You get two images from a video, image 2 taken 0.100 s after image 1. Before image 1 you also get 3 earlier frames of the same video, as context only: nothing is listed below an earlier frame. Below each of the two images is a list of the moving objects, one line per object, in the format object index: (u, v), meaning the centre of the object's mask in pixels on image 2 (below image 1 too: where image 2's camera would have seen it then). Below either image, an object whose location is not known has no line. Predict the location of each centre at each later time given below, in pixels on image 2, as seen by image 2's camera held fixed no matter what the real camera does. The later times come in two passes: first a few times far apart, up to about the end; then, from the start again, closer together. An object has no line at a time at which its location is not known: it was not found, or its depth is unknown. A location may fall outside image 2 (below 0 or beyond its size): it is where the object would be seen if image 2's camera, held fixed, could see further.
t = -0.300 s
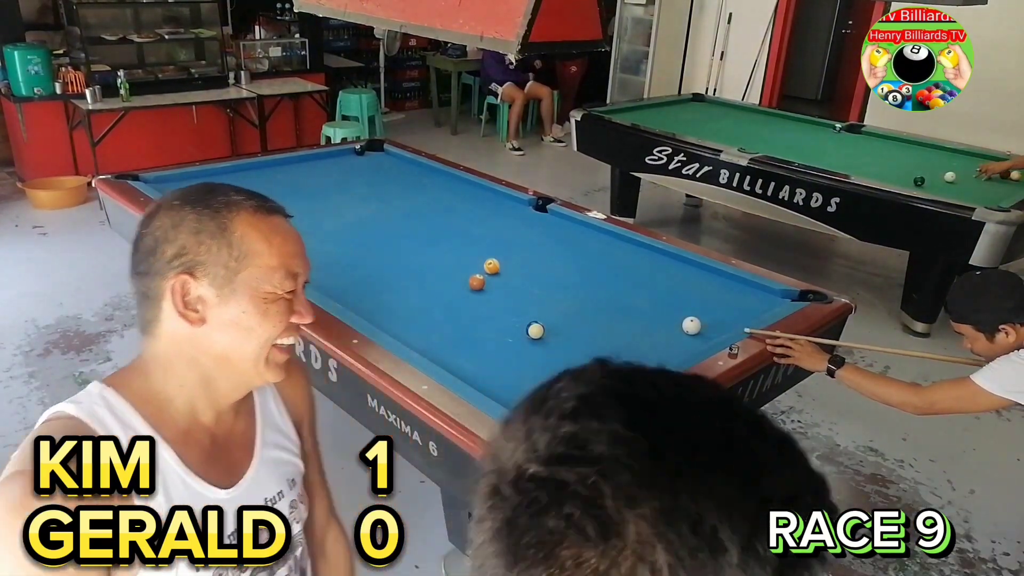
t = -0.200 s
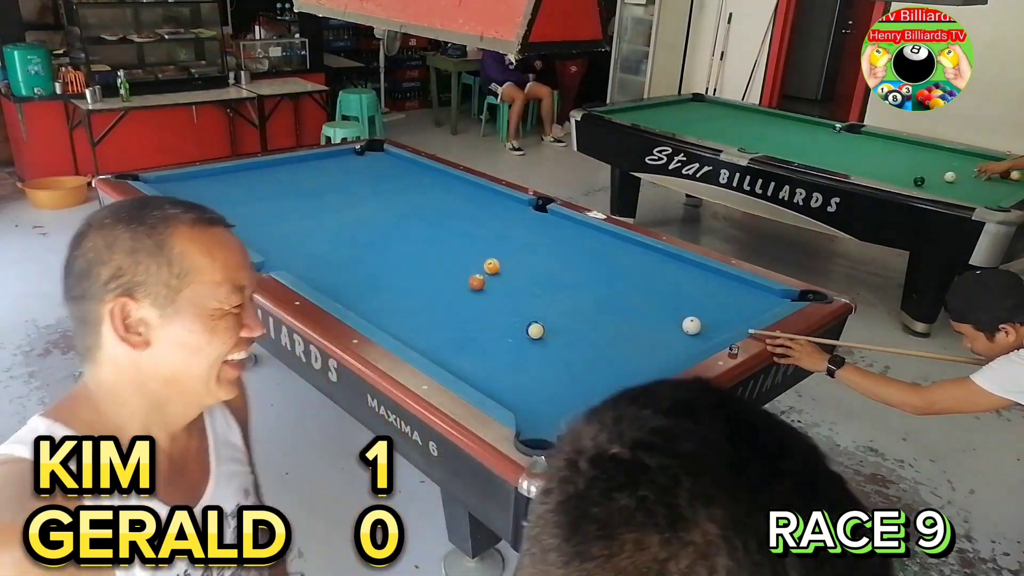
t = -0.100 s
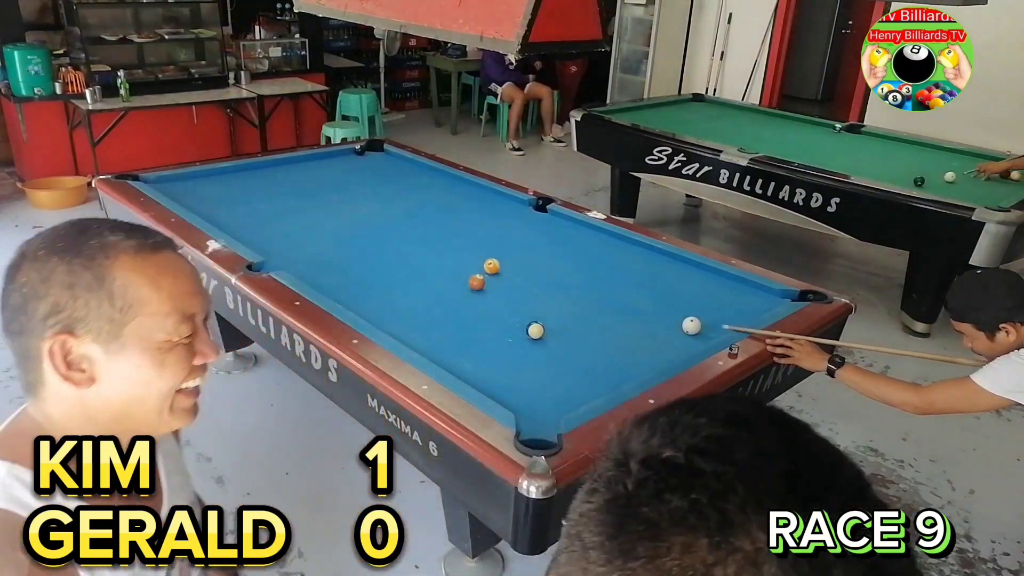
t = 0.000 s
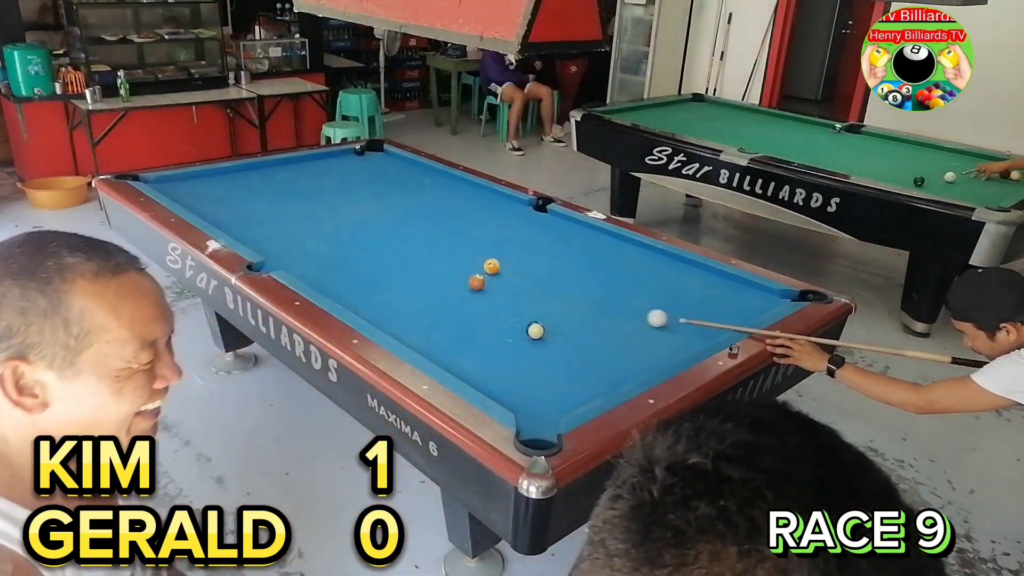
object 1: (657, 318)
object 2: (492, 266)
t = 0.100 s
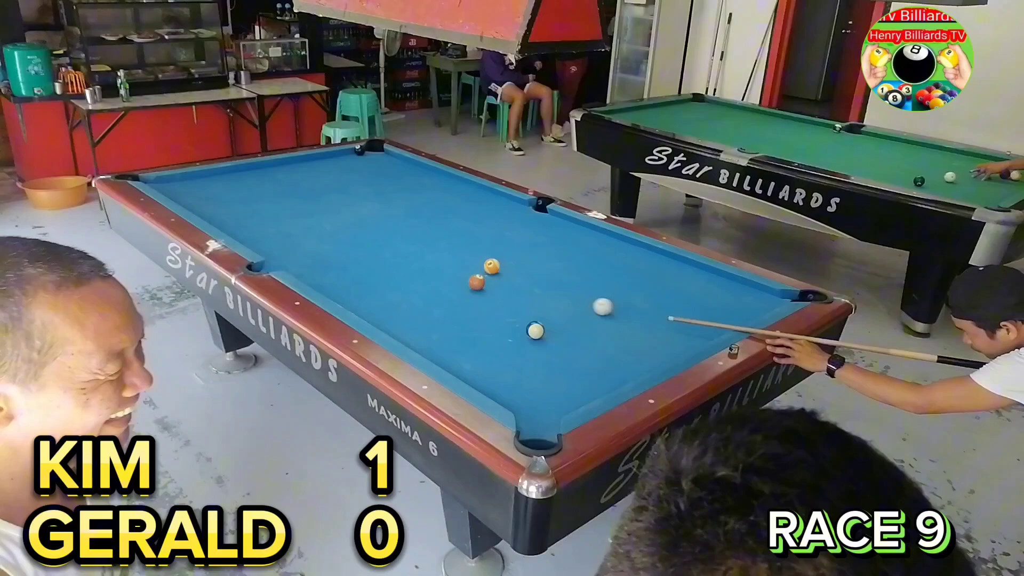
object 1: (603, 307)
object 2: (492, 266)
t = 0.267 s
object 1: (519, 289)
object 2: (492, 266)
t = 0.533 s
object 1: (477, 269)
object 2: (493, 265)
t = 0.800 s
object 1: (445, 258)
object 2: (500, 260)
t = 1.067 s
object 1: (415, 247)
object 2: (506, 256)
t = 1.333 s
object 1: (389, 237)
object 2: (512, 251)
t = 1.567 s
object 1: (367, 229)
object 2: (516, 248)
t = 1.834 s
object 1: (345, 221)
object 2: (521, 246)
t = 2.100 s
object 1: (325, 214)
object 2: (524, 243)
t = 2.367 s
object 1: (307, 207)
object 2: (527, 241)
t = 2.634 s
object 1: (292, 201)
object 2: (529, 240)
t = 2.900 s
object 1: (277, 195)
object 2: (531, 239)
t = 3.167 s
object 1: (264, 190)
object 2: (532, 239)
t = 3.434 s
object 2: (533, 238)
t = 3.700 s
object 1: (243, 181)
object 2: (533, 238)
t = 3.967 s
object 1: (234, 177)
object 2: (533, 238)
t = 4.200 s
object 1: (227, 175)
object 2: (533, 238)
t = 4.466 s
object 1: (220, 171)
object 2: (533, 239)
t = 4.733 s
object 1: (219, 171)
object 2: (533, 238)
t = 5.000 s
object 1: (222, 172)
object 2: (533, 238)
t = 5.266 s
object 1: (224, 173)
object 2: (533, 238)
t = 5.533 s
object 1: (226, 174)
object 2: (533, 238)
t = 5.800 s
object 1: (228, 174)
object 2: (533, 238)
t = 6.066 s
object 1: (228, 175)
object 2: (533, 238)
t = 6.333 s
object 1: (228, 174)
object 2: (533, 238)
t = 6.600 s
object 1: (228, 175)
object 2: (533, 238)
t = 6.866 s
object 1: (228, 175)
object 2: (533, 238)
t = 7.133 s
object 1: (228, 175)
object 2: (533, 238)
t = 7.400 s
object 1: (228, 175)
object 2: (533, 238)
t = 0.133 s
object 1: (585, 303)
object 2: (492, 266)
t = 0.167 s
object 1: (568, 300)
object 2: (492, 266)
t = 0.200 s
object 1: (551, 296)
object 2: (492, 266)
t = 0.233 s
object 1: (535, 292)
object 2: (492, 266)
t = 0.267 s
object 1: (519, 289)
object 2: (492, 266)
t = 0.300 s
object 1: (503, 285)
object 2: (492, 266)
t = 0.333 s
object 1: (493, 282)
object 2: (492, 266)
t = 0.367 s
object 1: (493, 280)
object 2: (492, 265)
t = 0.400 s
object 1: (491, 278)
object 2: (492, 264)
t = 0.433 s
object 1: (489, 275)
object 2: (492, 264)
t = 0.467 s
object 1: (486, 273)
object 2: (493, 264)
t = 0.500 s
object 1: (482, 271)
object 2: (493, 265)
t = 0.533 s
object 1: (477, 269)
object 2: (493, 265)
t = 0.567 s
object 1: (473, 268)
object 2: (494, 264)
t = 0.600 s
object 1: (469, 266)
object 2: (495, 264)
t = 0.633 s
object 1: (465, 265)
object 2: (496, 263)
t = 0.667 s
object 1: (461, 263)
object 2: (497, 262)
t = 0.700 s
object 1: (457, 262)
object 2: (498, 262)
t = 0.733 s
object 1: (452, 260)
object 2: (498, 261)
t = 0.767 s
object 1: (449, 259)
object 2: (499, 260)
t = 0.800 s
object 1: (445, 258)
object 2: (500, 260)
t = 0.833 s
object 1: (441, 256)
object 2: (501, 259)
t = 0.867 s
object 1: (437, 255)
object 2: (502, 259)
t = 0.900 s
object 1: (433, 253)
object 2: (502, 258)
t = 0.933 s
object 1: (429, 252)
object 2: (503, 257)
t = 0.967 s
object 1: (426, 251)
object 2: (504, 257)
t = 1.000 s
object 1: (422, 249)
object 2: (505, 256)
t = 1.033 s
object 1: (419, 248)
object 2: (505, 256)
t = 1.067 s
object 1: (415, 247)
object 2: (506, 256)
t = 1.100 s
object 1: (412, 246)
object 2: (507, 255)
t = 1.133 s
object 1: (408, 244)
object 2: (508, 254)
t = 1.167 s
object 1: (405, 243)
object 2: (508, 254)
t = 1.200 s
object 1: (401, 242)
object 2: (509, 253)
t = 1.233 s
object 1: (398, 241)
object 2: (510, 253)
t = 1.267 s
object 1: (395, 239)
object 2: (511, 252)
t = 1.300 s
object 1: (392, 238)
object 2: (511, 252)
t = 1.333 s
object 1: (389, 237)
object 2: (512, 251)
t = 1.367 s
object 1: (385, 236)
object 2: (512, 251)
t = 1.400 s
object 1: (382, 235)
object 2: (513, 250)
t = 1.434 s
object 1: (379, 234)
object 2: (514, 250)
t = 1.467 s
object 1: (376, 232)
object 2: (514, 250)
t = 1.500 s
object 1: (373, 232)
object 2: (515, 249)
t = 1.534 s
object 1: (370, 231)
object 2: (515, 249)
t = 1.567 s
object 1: (367, 229)
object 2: (516, 248)
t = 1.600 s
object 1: (364, 228)
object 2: (517, 248)
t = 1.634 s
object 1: (362, 227)
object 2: (517, 248)
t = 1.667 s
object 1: (359, 226)
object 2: (518, 247)
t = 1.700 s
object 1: (356, 225)
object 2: (519, 247)
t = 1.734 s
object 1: (353, 224)
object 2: (519, 247)
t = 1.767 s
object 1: (350, 223)
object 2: (520, 246)
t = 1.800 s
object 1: (348, 222)
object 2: (520, 246)
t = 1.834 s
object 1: (345, 221)
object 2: (521, 246)
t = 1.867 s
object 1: (342, 220)
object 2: (521, 245)
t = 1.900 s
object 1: (340, 219)
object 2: (522, 245)
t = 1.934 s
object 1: (337, 218)
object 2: (522, 245)
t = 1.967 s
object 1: (335, 217)
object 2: (522, 245)
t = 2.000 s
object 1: (332, 216)
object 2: (523, 244)
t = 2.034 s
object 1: (330, 215)
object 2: (524, 244)
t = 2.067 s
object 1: (328, 214)
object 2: (524, 244)
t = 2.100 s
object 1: (325, 214)
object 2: (524, 243)
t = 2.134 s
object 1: (323, 213)
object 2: (525, 243)
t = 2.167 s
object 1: (321, 212)
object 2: (525, 243)
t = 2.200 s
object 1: (319, 211)
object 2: (525, 242)
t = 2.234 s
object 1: (316, 210)
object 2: (526, 242)
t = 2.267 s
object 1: (314, 209)
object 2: (526, 242)
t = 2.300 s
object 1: (312, 209)
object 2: (526, 242)
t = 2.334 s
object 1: (310, 208)
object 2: (527, 242)
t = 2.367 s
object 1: (307, 207)
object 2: (527, 241)
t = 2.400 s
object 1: (305, 206)
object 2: (527, 241)
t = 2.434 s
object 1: (303, 205)
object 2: (528, 241)
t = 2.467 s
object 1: (301, 205)
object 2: (528, 241)
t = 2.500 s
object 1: (299, 204)
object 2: (526, 243)
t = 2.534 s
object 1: (297, 203)
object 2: (529, 241)
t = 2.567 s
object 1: (295, 202)
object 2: (529, 241)
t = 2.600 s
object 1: (293, 202)
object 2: (529, 240)
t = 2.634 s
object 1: (292, 201)
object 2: (529, 240)
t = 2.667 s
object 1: (290, 200)
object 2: (530, 240)
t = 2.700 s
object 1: (288, 199)
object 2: (530, 240)
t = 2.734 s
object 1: (286, 198)
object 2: (530, 240)
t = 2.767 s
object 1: (284, 198)
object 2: (530, 240)
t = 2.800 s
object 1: (282, 197)
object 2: (531, 239)
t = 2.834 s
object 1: (281, 196)
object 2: (531, 239)
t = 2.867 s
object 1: (279, 196)
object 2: (531, 239)
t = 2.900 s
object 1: (277, 195)
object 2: (531, 239)
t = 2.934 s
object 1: (275, 194)
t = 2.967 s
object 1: (274, 194)
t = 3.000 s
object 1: (272, 193)
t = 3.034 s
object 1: (270, 193)
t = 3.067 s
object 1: (269, 192)
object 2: (535, 239)
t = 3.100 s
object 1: (267, 191)
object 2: (532, 239)
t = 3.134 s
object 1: (266, 191)
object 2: (532, 239)
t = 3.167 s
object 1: (264, 190)
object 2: (532, 239)
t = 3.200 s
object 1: (263, 190)
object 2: (532, 239)
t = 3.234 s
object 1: (261, 189)
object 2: (533, 238)
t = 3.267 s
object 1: (260, 188)
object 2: (533, 238)
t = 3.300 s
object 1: (258, 188)
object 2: (533, 238)
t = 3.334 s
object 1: (257, 187)
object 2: (533, 238)
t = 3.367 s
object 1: (255, 188)
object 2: (533, 238)
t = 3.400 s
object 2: (533, 238)
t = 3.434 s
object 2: (533, 238)
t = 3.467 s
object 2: (533, 238)
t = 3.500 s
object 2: (533, 238)
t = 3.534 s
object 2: (533, 238)
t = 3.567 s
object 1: (247, 183)
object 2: (533, 238)
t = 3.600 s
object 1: (246, 183)
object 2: (533, 238)
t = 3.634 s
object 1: (245, 182)
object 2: (533, 238)
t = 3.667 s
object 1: (244, 182)
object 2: (533, 238)
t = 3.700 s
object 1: (243, 181)
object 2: (533, 238)
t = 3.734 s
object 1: (242, 181)
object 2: (533, 238)
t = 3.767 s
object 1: (240, 180)
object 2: (533, 238)
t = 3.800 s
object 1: (239, 180)
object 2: (533, 238)
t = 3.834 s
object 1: (238, 180)
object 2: (533, 238)
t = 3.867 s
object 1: (237, 179)
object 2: (533, 238)
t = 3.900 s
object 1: (236, 178)
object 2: (533, 238)
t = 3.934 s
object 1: (234, 178)
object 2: (533, 238)
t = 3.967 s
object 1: (234, 177)
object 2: (533, 238)
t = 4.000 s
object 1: (233, 177)
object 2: (533, 238)
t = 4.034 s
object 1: (231, 177)
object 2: (533, 239)
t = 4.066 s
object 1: (230, 176)
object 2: (533, 238)
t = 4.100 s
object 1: (230, 176)
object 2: (533, 238)
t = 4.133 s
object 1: (229, 175)
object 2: (533, 238)
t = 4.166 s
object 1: (228, 175)
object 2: (533, 238)
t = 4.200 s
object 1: (227, 175)
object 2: (533, 238)
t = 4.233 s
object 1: (226, 174)
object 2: (533, 238)
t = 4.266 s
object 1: (225, 174)
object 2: (533, 238)
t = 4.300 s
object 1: (224, 173)
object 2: (533, 238)
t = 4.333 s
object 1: (223, 173)
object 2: (534, 238)
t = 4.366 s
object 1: (222, 172)
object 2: (533, 238)
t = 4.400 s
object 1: (221, 172)
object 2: (533, 239)
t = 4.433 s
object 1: (221, 172)
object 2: (533, 238)
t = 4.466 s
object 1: (220, 171)
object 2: (533, 239)
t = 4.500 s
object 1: (219, 171)
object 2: (533, 238)
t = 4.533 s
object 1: (218, 171)
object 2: (533, 238)
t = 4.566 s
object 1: (218, 171)
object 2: (533, 239)
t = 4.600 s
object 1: (218, 171)
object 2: (533, 238)
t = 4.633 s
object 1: (219, 171)
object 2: (533, 238)
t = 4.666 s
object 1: (219, 171)
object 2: (533, 238)
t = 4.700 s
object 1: (219, 171)
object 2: (533, 238)
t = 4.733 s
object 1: (219, 171)
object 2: (533, 238)
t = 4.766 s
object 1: (220, 171)
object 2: (533, 238)
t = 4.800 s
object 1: (220, 171)
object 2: (533, 238)
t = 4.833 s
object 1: (220, 172)
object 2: (533, 238)
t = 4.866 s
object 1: (221, 172)
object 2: (533, 238)
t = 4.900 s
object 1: (221, 172)
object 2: (533, 238)
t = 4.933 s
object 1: (221, 172)
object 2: (533, 238)
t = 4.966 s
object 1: (221, 172)
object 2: (533, 238)
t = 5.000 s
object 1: (222, 172)
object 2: (533, 238)
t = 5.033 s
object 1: (222, 172)
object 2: (533, 238)
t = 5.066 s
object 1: (222, 173)
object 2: (533, 238)
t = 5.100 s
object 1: (223, 173)
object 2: (533, 238)
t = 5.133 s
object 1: (223, 173)
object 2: (533, 238)
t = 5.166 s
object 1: (223, 173)
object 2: (533, 238)
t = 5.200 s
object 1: (224, 173)
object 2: (533, 238)
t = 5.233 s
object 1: (224, 173)
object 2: (533, 238)
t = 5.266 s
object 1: (224, 173)
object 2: (533, 238)
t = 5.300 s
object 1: (225, 173)
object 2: (533, 238)
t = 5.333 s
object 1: (225, 173)
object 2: (533, 238)
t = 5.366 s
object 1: (225, 173)
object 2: (533, 238)
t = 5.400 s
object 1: (226, 173)
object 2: (533, 238)
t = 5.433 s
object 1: (226, 173)
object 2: (533, 238)
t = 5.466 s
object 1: (226, 174)
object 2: (533, 238)
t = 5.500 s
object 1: (226, 174)
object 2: (533, 238)
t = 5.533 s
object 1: (226, 174)
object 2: (533, 238)
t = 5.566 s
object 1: (227, 174)
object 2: (533, 238)
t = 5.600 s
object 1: (227, 174)
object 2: (533, 238)
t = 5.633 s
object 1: (227, 174)
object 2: (533, 238)
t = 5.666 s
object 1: (227, 174)
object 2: (533, 238)
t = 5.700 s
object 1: (227, 174)
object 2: (533, 238)
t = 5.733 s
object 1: (228, 174)
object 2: (533, 238)
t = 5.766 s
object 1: (228, 174)
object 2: (533, 238)
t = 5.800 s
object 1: (228, 174)
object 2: (533, 238)
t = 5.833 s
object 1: (228, 174)
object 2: (533, 238)
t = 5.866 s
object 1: (228, 174)
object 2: (533, 238)
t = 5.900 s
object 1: (228, 174)
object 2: (533, 238)
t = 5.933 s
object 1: (228, 174)
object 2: (533, 238)
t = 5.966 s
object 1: (228, 174)
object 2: (533, 238)
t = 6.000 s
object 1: (228, 175)
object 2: (533, 238)
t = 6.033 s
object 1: (228, 175)
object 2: (533, 238)
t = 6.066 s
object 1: (228, 175)
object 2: (533, 238)
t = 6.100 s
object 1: (228, 175)
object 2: (533, 238)
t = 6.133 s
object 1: (228, 175)
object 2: (533, 238)
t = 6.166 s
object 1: (228, 175)
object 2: (533, 238)
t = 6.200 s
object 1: (228, 175)
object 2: (533, 238)
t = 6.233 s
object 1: (228, 175)
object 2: (533, 238)
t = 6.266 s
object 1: (228, 175)
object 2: (533, 238)
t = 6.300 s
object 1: (228, 175)
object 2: (533, 238)
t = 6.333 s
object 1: (228, 174)
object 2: (533, 238)
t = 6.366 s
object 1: (228, 174)
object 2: (533, 238)
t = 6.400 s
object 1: (228, 175)
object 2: (533, 238)
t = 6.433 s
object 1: (228, 174)
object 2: (533, 238)
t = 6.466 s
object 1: (228, 175)
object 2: (533, 238)
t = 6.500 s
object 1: (228, 175)
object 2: (533, 238)
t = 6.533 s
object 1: (228, 175)
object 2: (533, 238)
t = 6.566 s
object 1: (228, 175)
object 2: (533, 238)
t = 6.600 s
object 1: (228, 175)
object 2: (533, 238)
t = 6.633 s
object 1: (228, 175)
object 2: (533, 238)
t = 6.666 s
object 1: (228, 175)
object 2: (533, 238)
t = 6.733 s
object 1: (228, 175)
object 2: (533, 238)
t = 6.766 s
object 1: (228, 175)
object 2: (533, 238)
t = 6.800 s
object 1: (228, 175)
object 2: (533, 238)
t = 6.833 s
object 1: (228, 175)
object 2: (533, 238)
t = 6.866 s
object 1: (228, 175)
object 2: (533, 238)
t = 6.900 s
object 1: (228, 175)
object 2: (533, 238)
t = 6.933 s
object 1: (228, 175)
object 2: (533, 238)
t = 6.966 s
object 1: (228, 175)
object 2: (533, 238)
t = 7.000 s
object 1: (228, 175)
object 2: (533, 238)
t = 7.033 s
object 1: (228, 175)
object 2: (533, 238)
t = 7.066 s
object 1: (228, 175)
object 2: (533, 238)
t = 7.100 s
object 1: (228, 175)
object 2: (533, 238)
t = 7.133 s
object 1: (228, 175)
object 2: (533, 238)
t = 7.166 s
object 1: (228, 175)
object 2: (533, 238)
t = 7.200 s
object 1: (228, 175)
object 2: (533, 238)
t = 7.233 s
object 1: (228, 175)
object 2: (533, 238)
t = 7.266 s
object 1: (228, 175)
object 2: (533, 238)
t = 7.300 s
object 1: (228, 175)
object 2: (533, 238)
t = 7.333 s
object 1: (228, 175)
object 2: (533, 238)
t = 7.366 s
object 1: (228, 175)
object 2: (533, 238)
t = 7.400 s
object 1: (228, 175)
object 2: (533, 238)
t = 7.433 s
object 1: (228, 175)
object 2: (533, 238)
